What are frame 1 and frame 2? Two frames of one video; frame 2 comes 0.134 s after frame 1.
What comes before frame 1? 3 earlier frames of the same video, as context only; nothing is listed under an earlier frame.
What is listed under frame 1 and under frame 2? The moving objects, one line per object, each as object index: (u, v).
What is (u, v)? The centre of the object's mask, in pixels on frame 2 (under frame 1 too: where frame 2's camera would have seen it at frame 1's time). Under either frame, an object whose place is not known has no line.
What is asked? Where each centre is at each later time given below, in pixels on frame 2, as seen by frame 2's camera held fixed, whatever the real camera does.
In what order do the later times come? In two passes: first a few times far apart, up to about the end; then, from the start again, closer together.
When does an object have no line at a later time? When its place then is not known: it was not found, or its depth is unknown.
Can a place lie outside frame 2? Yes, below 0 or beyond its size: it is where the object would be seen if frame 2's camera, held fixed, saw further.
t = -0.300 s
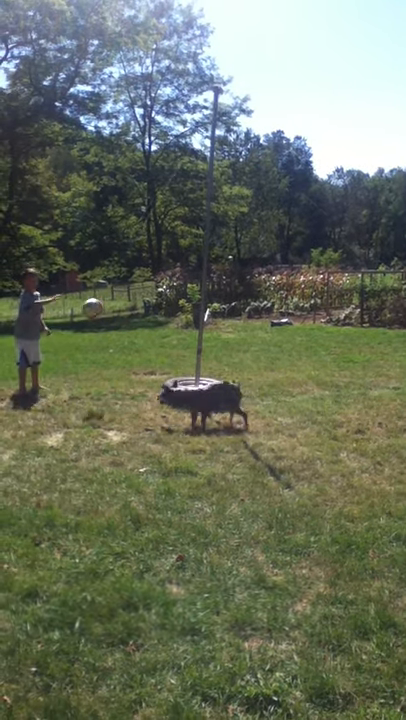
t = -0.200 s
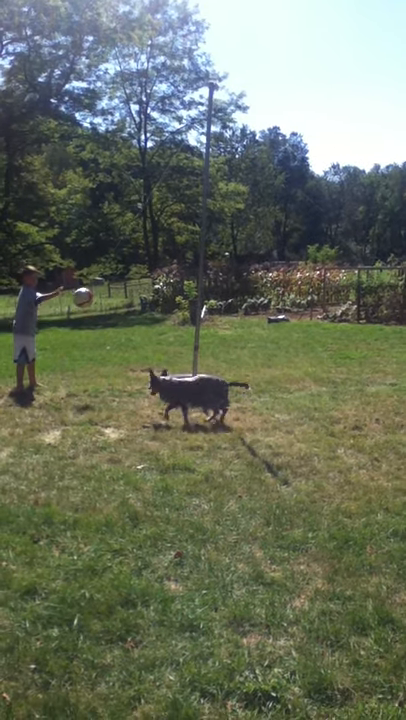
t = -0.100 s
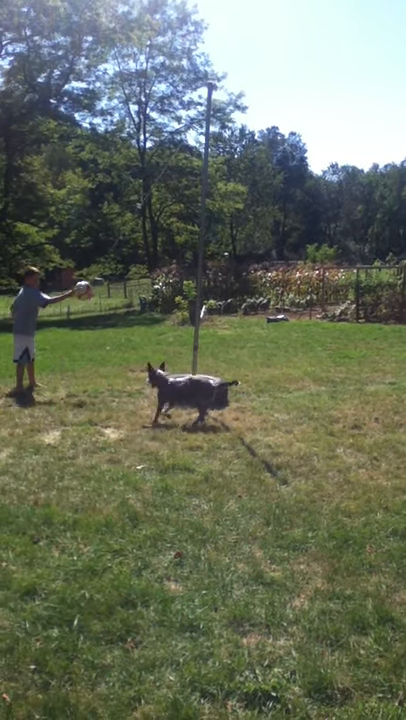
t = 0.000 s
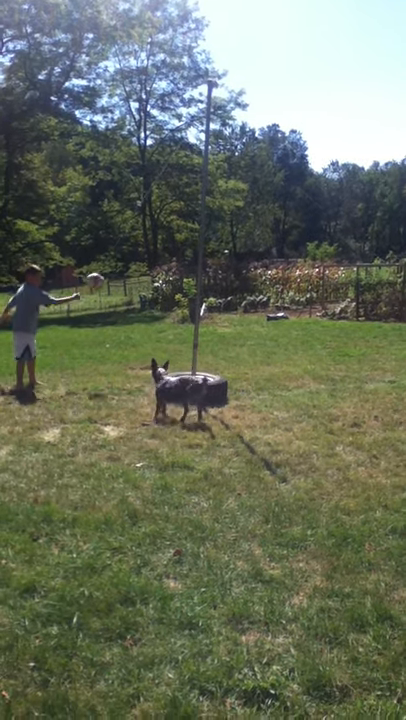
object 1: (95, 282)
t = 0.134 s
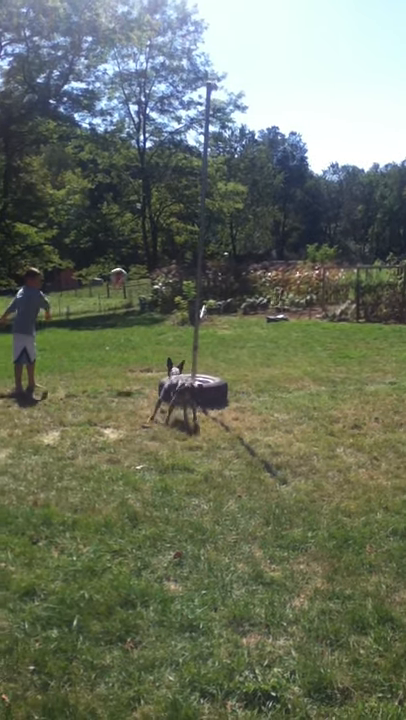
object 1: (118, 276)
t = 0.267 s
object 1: (147, 267)
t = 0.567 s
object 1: (219, 264)
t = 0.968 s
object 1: (315, 276)
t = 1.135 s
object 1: (345, 283)
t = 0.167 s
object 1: (124, 274)
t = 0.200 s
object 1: (131, 272)
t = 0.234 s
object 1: (139, 270)
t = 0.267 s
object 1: (147, 267)
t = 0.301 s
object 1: (154, 265)
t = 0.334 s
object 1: (161, 266)
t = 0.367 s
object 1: (169, 265)
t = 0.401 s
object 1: (179, 266)
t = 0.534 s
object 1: (211, 264)
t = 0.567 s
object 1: (219, 264)
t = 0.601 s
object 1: (228, 264)
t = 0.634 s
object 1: (236, 264)
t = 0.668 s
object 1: (244, 265)
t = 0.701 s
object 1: (253, 264)
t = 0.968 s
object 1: (315, 276)
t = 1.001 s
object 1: (321, 276)
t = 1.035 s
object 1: (330, 280)
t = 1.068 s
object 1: (335, 279)
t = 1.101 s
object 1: (339, 281)
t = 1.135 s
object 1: (345, 283)
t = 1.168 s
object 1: (348, 283)
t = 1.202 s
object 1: (353, 287)
